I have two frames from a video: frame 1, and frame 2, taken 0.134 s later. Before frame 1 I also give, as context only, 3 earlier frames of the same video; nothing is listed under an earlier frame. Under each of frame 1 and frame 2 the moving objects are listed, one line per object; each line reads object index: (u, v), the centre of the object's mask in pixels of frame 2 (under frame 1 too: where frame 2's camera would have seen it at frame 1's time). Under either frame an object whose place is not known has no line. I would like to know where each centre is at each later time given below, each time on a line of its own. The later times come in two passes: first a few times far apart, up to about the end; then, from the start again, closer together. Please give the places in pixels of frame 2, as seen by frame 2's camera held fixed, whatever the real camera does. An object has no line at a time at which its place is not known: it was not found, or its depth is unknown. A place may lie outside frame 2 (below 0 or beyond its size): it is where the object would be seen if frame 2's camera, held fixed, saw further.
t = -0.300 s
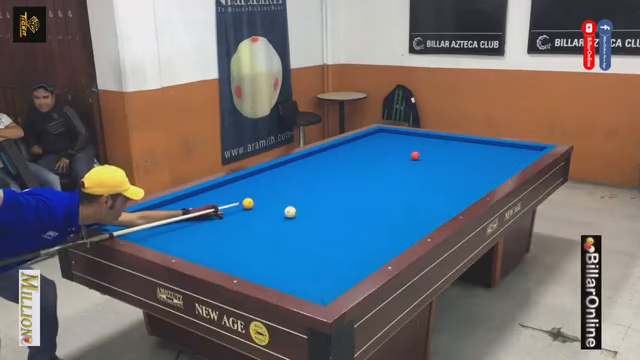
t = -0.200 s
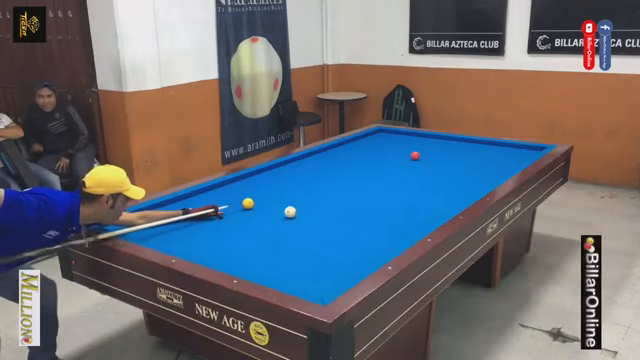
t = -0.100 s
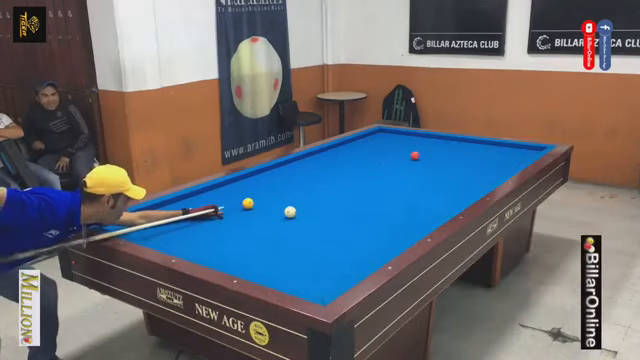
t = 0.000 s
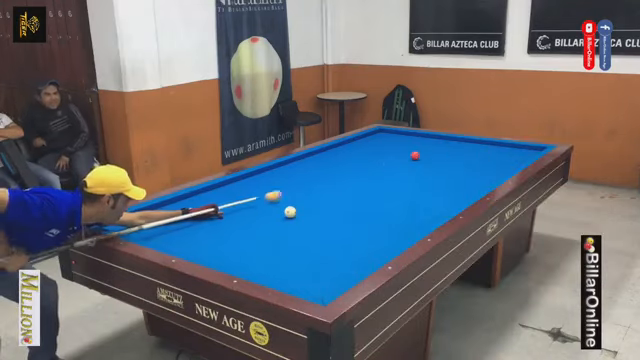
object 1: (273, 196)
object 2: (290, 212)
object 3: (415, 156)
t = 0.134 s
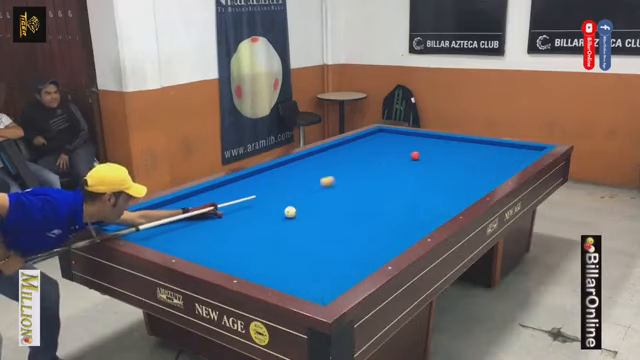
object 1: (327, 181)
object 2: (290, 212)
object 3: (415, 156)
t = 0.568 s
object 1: (435, 158)
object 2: (290, 212)
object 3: (429, 145)
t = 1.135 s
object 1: (531, 152)
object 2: (290, 212)
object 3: (409, 147)
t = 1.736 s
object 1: (478, 149)
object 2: (290, 212)
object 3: (359, 163)
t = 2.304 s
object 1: (412, 153)
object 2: (290, 212)
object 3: (303, 180)
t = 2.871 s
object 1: (346, 156)
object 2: (290, 212)
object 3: (236, 202)
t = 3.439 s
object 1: (296, 161)
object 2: (290, 212)
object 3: (153, 228)
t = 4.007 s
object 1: (292, 175)
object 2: (290, 212)
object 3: (165, 220)
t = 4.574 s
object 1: (288, 190)
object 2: (290, 212)
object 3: (202, 204)
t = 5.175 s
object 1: (281, 207)
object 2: (290, 212)
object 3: (234, 191)
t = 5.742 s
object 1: (261, 221)
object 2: (303, 217)
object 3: (259, 180)
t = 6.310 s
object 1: (237, 235)
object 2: (317, 222)
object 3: (280, 171)
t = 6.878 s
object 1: (213, 249)
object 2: (329, 226)
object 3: (299, 164)
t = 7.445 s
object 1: (212, 253)
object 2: (339, 230)
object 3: (315, 158)
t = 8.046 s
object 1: (233, 248)
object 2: (349, 233)
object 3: (329, 152)
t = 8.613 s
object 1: (249, 244)
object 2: (355, 236)
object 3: (341, 148)
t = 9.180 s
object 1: (262, 241)
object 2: (359, 237)
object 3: (351, 144)
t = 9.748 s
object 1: (271, 238)
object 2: (360, 238)
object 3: (361, 140)
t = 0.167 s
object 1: (338, 178)
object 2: (290, 212)
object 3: (415, 156)
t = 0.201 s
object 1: (349, 175)
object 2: (290, 212)
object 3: (415, 156)
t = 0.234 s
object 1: (360, 172)
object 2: (290, 212)
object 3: (415, 156)
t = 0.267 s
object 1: (370, 169)
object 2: (290, 212)
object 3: (415, 156)
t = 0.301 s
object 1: (380, 166)
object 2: (290, 212)
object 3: (415, 156)
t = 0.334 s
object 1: (390, 164)
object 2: (290, 212)
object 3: (415, 156)
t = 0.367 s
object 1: (399, 161)
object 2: (290, 212)
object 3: (415, 156)
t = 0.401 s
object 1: (407, 159)
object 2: (290, 212)
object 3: (415, 155)
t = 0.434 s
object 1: (414, 157)
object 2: (290, 212)
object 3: (418, 152)
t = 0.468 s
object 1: (419, 157)
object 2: (290, 212)
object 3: (420, 151)
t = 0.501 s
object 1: (425, 158)
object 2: (290, 212)
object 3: (423, 149)
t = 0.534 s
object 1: (430, 158)
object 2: (290, 212)
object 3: (427, 147)
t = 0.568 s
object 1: (435, 158)
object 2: (290, 212)
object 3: (429, 145)
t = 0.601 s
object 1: (440, 158)
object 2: (290, 212)
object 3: (432, 143)
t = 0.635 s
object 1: (446, 158)
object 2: (290, 212)
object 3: (435, 141)
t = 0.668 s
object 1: (452, 158)
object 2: (290, 212)
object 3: (436, 140)
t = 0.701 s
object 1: (457, 158)
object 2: (290, 212)
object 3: (439, 138)
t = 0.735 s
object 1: (463, 157)
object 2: (290, 212)
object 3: (441, 136)
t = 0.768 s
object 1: (469, 157)
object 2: (290, 212)
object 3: (438, 137)
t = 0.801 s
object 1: (474, 156)
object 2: (290, 212)
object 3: (436, 138)
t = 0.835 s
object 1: (480, 156)
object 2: (290, 212)
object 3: (433, 139)
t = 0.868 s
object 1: (486, 156)
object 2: (290, 212)
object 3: (429, 140)
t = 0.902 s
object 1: (492, 155)
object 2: (290, 212)
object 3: (427, 141)
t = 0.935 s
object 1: (498, 155)
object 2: (290, 212)
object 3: (424, 142)
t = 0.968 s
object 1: (503, 154)
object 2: (290, 212)
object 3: (422, 143)
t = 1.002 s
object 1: (509, 154)
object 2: (290, 212)
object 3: (419, 143)
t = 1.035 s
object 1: (515, 154)
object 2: (290, 212)
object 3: (417, 144)
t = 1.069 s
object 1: (520, 153)
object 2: (290, 212)
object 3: (414, 145)
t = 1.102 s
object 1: (526, 153)
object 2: (290, 212)
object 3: (411, 146)
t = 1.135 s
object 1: (531, 152)
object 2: (290, 212)
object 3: (409, 147)
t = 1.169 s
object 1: (536, 152)
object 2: (290, 212)
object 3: (406, 148)
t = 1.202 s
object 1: (535, 150)
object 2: (290, 212)
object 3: (404, 149)
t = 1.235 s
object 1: (533, 149)
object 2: (290, 212)
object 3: (401, 149)
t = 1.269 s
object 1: (532, 148)
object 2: (290, 212)
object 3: (398, 150)
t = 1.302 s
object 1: (531, 147)
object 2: (290, 212)
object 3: (397, 151)
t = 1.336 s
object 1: (527, 147)
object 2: (290, 212)
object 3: (393, 152)
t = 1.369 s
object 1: (523, 147)
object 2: (290, 212)
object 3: (390, 153)
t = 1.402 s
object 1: (518, 147)
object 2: (290, 212)
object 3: (388, 153)
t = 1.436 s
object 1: (514, 148)
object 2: (290, 212)
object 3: (385, 155)
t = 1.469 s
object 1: (510, 148)
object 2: (290, 212)
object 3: (382, 156)
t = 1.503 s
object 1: (506, 148)
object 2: (290, 212)
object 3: (379, 156)
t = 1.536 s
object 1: (502, 148)
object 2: (290, 212)
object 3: (377, 157)
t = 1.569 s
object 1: (498, 149)
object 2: (290, 212)
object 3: (374, 158)
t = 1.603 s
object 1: (494, 149)
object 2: (290, 212)
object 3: (371, 159)
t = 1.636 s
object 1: (490, 149)
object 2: (290, 212)
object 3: (368, 160)
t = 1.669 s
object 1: (486, 149)
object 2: (290, 212)
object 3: (365, 161)
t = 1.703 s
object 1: (482, 149)
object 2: (290, 212)
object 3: (362, 162)
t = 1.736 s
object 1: (478, 149)
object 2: (290, 212)
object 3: (359, 163)
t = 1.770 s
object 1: (474, 150)
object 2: (290, 212)
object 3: (356, 164)
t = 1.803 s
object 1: (470, 150)
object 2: (290, 212)
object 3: (353, 165)
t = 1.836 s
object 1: (466, 150)
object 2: (290, 212)
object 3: (350, 166)
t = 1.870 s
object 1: (462, 150)
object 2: (290, 212)
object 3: (346, 167)
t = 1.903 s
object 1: (458, 150)
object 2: (290, 212)
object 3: (343, 168)
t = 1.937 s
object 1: (455, 150)
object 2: (290, 212)
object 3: (341, 169)
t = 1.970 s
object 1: (451, 151)
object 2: (290, 212)
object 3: (337, 170)
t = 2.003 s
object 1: (447, 151)
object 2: (290, 212)
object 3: (334, 171)
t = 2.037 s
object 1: (443, 151)
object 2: (290, 212)
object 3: (330, 172)
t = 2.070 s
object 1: (439, 151)
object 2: (290, 212)
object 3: (327, 173)
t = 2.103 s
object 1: (435, 151)
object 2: (290, 212)
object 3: (324, 174)
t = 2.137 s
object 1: (431, 152)
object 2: (290, 212)
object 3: (320, 175)
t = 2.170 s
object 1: (427, 152)
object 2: (290, 212)
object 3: (317, 176)
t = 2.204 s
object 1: (423, 152)
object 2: (290, 212)
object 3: (314, 177)
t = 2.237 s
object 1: (419, 152)
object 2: (290, 212)
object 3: (310, 178)
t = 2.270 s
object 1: (415, 152)
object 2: (290, 212)
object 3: (306, 179)
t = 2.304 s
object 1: (412, 153)
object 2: (290, 212)
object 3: (303, 180)
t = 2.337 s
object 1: (407, 153)
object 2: (290, 212)
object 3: (299, 182)
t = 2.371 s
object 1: (404, 153)
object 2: (290, 212)
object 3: (296, 183)
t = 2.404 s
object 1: (400, 153)
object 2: (290, 212)
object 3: (292, 184)
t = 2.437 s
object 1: (396, 153)
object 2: (290, 212)
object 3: (289, 185)
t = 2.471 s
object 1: (392, 154)
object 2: (290, 212)
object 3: (285, 186)
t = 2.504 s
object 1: (388, 154)
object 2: (290, 212)
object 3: (280, 187)
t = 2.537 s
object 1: (384, 154)
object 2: (290, 212)
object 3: (277, 188)
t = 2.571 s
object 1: (381, 154)
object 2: (290, 212)
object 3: (273, 190)
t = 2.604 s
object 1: (377, 155)
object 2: (290, 212)
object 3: (269, 191)
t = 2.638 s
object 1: (373, 155)
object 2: (290, 212)
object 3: (265, 192)
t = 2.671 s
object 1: (369, 155)
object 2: (290, 212)
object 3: (261, 193)
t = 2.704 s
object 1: (365, 155)
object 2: (290, 212)
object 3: (257, 195)
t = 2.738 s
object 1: (361, 155)
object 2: (290, 212)
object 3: (253, 197)
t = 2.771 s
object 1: (357, 155)
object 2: (290, 212)
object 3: (249, 197)
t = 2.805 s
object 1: (354, 155)
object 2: (290, 212)
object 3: (244, 199)
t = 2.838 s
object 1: (349, 156)
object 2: (290, 212)
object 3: (240, 200)
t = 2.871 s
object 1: (346, 156)
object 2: (290, 212)
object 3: (236, 202)
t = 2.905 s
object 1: (342, 156)
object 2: (290, 212)
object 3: (231, 203)
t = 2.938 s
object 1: (338, 156)
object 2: (290, 212)
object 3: (227, 204)
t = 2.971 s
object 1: (334, 156)
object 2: (290, 212)
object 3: (222, 206)
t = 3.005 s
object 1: (330, 157)
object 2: (290, 212)
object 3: (217, 207)
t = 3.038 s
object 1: (326, 157)
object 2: (290, 212)
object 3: (213, 208)
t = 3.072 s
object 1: (323, 157)
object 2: (290, 212)
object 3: (208, 210)
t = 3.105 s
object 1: (319, 157)
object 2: (290, 212)
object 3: (203, 212)
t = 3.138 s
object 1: (315, 157)
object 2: (290, 212)
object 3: (199, 213)
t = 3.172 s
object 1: (311, 157)
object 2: (290, 212)
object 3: (194, 214)
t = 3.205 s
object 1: (308, 157)
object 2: (290, 212)
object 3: (189, 216)
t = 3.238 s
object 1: (304, 158)
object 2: (290, 212)
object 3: (184, 218)
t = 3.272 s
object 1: (300, 158)
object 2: (290, 212)
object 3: (179, 219)
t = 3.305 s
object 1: (297, 158)
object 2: (290, 212)
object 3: (174, 221)
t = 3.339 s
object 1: (297, 159)
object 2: (290, 212)
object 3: (169, 222)
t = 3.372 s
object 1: (297, 160)
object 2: (290, 212)
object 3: (164, 224)
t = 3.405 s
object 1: (296, 160)
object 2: (290, 212)
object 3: (158, 226)
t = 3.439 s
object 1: (296, 161)
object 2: (290, 212)
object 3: (153, 228)
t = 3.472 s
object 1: (296, 162)
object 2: (290, 212)
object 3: (147, 229)
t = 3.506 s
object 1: (296, 163)
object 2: (290, 212)
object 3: (142, 231)
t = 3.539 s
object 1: (296, 163)
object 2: (290, 212)
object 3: (136, 232)
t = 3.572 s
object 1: (295, 164)
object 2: (290, 212)
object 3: (133, 233)
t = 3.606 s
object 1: (295, 165)
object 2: (290, 212)
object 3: (133, 232)
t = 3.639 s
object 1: (295, 165)
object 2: (290, 212)
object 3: (136, 232)
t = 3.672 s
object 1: (295, 166)
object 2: (290, 212)
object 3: (139, 231)
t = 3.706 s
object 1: (295, 167)
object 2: (290, 212)
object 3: (142, 229)
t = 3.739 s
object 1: (294, 168)
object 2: (290, 212)
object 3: (145, 228)
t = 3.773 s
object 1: (294, 169)
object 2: (290, 212)
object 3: (147, 227)
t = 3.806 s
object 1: (294, 170)
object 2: (290, 212)
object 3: (150, 226)
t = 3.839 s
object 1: (294, 170)
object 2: (290, 212)
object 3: (152, 225)
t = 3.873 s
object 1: (293, 171)
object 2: (290, 212)
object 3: (155, 224)
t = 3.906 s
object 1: (293, 172)
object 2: (290, 212)
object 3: (158, 223)
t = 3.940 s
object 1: (293, 173)
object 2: (290, 212)
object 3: (160, 222)
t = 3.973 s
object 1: (293, 174)
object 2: (290, 212)
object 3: (163, 221)
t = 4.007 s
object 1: (292, 175)
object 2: (290, 212)
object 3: (165, 220)
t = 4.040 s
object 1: (292, 175)
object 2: (290, 212)
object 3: (168, 219)
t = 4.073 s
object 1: (292, 176)
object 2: (290, 212)
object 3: (170, 218)
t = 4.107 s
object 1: (292, 177)
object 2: (290, 212)
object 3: (172, 217)
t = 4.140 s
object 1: (291, 178)
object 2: (290, 212)
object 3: (175, 216)
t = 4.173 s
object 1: (291, 179)
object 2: (290, 212)
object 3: (177, 215)
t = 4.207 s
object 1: (291, 180)
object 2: (290, 212)
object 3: (179, 214)
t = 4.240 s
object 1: (290, 181)
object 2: (290, 212)
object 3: (181, 213)
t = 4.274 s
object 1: (290, 181)
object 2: (290, 212)
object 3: (184, 212)
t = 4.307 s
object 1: (290, 182)
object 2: (290, 212)
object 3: (186, 211)
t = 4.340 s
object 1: (290, 183)
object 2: (290, 212)
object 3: (188, 210)
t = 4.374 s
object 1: (289, 184)
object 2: (290, 212)
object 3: (190, 209)
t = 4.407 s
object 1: (289, 185)
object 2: (290, 212)
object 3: (192, 209)
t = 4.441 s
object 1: (289, 186)
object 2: (290, 212)
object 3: (194, 207)
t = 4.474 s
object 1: (289, 187)
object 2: (290, 212)
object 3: (196, 206)
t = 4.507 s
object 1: (288, 188)
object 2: (290, 212)
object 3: (198, 205)
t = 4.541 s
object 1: (288, 189)
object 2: (290, 212)
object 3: (200, 205)
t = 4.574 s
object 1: (288, 190)
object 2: (290, 212)
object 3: (202, 204)
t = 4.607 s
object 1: (287, 191)
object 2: (290, 212)
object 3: (204, 203)
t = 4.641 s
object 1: (287, 192)
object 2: (290, 212)
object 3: (206, 202)
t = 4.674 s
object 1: (287, 193)
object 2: (290, 212)
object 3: (208, 201)
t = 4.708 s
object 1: (286, 194)
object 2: (290, 212)
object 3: (209, 201)
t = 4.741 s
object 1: (286, 194)
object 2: (290, 212)
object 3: (211, 200)
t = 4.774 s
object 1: (286, 196)
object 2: (290, 212)
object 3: (213, 199)
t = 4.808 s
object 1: (286, 197)
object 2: (290, 212)
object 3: (215, 198)
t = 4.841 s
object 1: (285, 198)
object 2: (290, 212)
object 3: (217, 198)
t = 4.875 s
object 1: (285, 198)
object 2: (290, 212)
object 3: (219, 197)
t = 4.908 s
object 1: (285, 199)
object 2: (290, 212)
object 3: (220, 197)
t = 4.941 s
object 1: (284, 200)
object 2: (290, 212)
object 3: (222, 196)
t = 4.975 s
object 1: (284, 201)
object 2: (290, 212)
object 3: (224, 195)
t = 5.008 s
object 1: (284, 202)
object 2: (290, 212)
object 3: (225, 194)
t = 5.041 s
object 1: (283, 203)
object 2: (290, 212)
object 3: (227, 194)
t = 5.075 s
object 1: (283, 204)
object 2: (290, 212)
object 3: (229, 193)
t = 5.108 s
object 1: (282, 205)
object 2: (290, 212)
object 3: (231, 192)
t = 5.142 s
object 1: (281, 206)
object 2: (290, 212)
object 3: (232, 192)
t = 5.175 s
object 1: (281, 207)
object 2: (290, 212)
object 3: (234, 191)
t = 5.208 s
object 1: (281, 208)
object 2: (290, 212)
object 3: (235, 190)
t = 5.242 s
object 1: (280, 209)
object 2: (291, 212)
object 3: (237, 189)
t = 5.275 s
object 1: (279, 210)
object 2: (292, 212)
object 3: (238, 189)
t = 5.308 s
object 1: (278, 211)
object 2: (293, 212)
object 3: (240, 188)
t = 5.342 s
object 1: (277, 212)
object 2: (293, 213)
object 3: (242, 187)
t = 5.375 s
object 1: (275, 213)
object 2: (294, 213)
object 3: (243, 187)
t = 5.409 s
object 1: (274, 214)
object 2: (295, 213)
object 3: (244, 186)
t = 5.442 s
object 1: (273, 214)
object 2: (296, 214)
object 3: (246, 186)
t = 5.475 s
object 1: (271, 215)
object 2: (297, 214)
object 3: (248, 185)
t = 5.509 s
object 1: (270, 216)
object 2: (297, 214)
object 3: (249, 184)
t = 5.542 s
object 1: (269, 217)
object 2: (298, 215)
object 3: (250, 184)
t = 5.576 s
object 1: (267, 218)
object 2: (299, 215)
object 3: (252, 183)
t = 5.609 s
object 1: (266, 218)
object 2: (300, 215)
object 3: (253, 182)
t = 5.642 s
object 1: (265, 219)
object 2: (301, 216)
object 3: (255, 182)
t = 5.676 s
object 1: (264, 220)
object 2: (302, 216)
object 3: (256, 181)
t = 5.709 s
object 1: (262, 220)
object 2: (302, 216)
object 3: (257, 181)
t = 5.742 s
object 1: (261, 221)
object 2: (303, 217)
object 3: (259, 180)
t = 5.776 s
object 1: (259, 222)
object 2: (304, 217)
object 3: (260, 180)
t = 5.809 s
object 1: (258, 223)
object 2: (305, 217)
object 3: (262, 179)
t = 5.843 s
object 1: (257, 224)
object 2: (306, 218)
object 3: (262, 179)
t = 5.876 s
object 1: (255, 224)
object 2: (306, 218)
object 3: (264, 178)
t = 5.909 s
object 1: (254, 225)
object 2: (307, 218)
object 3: (265, 178)
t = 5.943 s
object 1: (252, 226)
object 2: (308, 218)
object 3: (267, 177)
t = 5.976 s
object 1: (251, 227)
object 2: (309, 219)
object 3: (268, 177)
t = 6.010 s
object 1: (250, 228)
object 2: (310, 219)
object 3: (269, 176)
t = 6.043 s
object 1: (248, 229)
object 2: (310, 219)
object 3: (270, 176)
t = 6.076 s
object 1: (247, 229)
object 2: (311, 220)
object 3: (272, 175)
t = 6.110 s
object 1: (246, 230)
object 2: (312, 220)
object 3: (273, 175)
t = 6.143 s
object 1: (244, 231)
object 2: (313, 220)
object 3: (274, 174)
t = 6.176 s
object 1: (243, 232)
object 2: (313, 221)
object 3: (275, 173)
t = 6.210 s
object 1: (242, 233)
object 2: (314, 221)
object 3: (277, 173)
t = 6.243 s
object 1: (240, 233)
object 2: (315, 221)
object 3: (278, 172)
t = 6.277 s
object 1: (239, 234)
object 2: (316, 221)
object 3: (279, 172)
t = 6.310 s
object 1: (237, 235)
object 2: (317, 222)
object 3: (280, 171)
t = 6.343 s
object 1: (236, 236)
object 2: (317, 222)
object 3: (281, 171)
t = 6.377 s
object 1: (235, 237)
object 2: (318, 222)
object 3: (283, 171)
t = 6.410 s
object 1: (233, 237)
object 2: (319, 223)
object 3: (284, 170)
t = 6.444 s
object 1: (232, 238)
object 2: (319, 223)
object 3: (284, 170)
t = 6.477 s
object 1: (230, 239)
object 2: (320, 223)
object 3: (285, 169)
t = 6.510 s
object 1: (229, 240)
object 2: (321, 223)
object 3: (287, 169)
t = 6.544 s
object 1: (227, 241)
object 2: (322, 224)
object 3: (288, 169)
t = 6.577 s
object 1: (226, 242)
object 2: (322, 224)
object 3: (289, 168)
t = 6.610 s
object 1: (225, 242)
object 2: (323, 224)
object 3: (290, 167)
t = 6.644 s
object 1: (223, 243)
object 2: (324, 224)
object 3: (291, 167)
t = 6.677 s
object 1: (222, 244)
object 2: (324, 225)
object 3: (293, 167)
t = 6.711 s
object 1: (220, 245)
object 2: (325, 225)
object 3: (294, 166)
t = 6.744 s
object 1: (219, 246)
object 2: (326, 225)
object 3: (294, 166)
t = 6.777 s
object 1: (217, 247)
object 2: (327, 226)
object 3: (296, 165)
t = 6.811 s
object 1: (216, 247)
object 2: (327, 226)
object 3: (296, 165)
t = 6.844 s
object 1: (215, 248)
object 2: (328, 226)
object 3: (297, 165)
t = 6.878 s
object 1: (213, 249)
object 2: (329, 226)
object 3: (299, 164)
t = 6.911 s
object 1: (212, 250)
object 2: (329, 226)
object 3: (299, 164)
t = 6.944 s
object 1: (210, 251)
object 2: (330, 227)
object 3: (300, 164)
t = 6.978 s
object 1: (209, 252)
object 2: (331, 227)
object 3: (301, 163)
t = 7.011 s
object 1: (207, 252)
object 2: (331, 227)
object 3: (303, 163)
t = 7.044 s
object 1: (206, 253)
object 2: (332, 227)
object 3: (303, 162)
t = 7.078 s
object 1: (205, 254)
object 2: (333, 228)
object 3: (305, 161)
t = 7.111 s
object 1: (203, 254)
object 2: (333, 228)
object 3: (305, 161)
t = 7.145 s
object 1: (202, 254)
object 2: (334, 228)
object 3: (306, 161)
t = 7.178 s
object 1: (202, 254)
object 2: (335, 228)
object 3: (307, 160)
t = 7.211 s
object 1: (203, 254)
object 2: (335, 229)
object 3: (308, 160)
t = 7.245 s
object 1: (204, 254)
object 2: (336, 229)
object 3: (309, 160)
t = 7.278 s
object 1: (205, 254)
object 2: (336, 229)
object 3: (310, 160)
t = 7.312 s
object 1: (207, 254)
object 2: (337, 229)
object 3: (311, 159)
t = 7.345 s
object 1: (208, 254)
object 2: (337, 230)
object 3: (312, 159)
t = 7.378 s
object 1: (209, 254)
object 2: (338, 230)
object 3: (313, 159)
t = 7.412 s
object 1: (210, 254)
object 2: (339, 230)
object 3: (313, 158)
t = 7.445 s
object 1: (212, 253)
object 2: (339, 230)
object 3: (315, 158)
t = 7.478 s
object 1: (213, 253)
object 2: (340, 230)
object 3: (315, 158)
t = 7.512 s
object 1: (214, 253)
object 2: (341, 230)
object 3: (317, 157)
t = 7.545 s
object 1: (216, 252)
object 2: (341, 231)
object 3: (317, 156)
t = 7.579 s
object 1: (217, 252)
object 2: (342, 231)
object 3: (318, 156)
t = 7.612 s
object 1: (218, 252)
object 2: (342, 231)
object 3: (319, 156)
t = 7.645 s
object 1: (219, 252)
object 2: (343, 231)
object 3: (320, 156)
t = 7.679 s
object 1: (220, 251)
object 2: (343, 232)
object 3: (320, 156)
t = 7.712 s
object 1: (221, 251)
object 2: (344, 232)
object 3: (321, 155)
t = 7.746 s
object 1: (223, 251)
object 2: (344, 232)
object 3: (322, 155)
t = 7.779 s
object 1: (224, 250)
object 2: (345, 232)
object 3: (323, 155)
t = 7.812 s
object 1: (225, 250)
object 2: (345, 232)
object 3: (324, 154)
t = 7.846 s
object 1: (226, 249)
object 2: (346, 232)
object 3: (325, 154)
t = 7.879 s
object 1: (227, 249)
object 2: (346, 233)
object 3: (326, 154)
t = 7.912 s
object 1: (228, 249)
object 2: (347, 233)
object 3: (326, 153)
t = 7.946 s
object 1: (229, 249)
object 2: (347, 233)
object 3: (327, 153)
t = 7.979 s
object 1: (231, 248)
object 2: (348, 233)
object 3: (328, 153)
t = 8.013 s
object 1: (232, 248)
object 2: (348, 233)
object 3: (329, 152)
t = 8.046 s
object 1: (233, 248)
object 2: (349, 233)
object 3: (329, 152)
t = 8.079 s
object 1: (234, 248)
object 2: (349, 234)
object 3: (330, 152)
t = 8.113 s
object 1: (235, 247)
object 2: (349, 234)
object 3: (330, 152)
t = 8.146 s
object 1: (236, 247)
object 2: (350, 234)
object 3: (332, 151)
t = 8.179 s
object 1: (237, 247)
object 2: (350, 234)
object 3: (332, 151)
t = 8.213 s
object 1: (238, 247)
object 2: (351, 234)
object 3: (333, 151)
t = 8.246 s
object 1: (239, 246)
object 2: (351, 234)
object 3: (334, 150)
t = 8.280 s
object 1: (240, 246)
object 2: (352, 235)
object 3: (334, 150)
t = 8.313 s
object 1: (241, 246)
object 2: (352, 235)
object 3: (335, 150)
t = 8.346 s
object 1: (242, 246)
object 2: (352, 235)
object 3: (336, 149)
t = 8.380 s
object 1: (243, 246)
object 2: (353, 235)
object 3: (337, 149)
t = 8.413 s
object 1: (244, 245)
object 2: (353, 235)
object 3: (337, 149)
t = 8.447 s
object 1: (244, 245)
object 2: (353, 235)
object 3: (338, 149)
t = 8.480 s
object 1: (245, 245)
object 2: (354, 235)
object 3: (339, 148)
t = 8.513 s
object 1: (247, 244)
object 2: (354, 236)
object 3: (339, 148)
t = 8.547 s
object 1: (247, 244)
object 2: (354, 236)
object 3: (340, 148)
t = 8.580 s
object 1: (248, 244)
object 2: (355, 236)
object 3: (341, 148)
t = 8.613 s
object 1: (249, 244)
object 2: (355, 236)
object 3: (341, 148)
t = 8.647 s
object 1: (250, 244)
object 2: (355, 236)
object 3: (342, 147)
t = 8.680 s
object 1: (251, 243)
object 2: (356, 236)
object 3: (343, 147)
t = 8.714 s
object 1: (251, 243)
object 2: (356, 236)
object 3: (343, 147)
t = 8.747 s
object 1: (252, 243)
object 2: (356, 236)
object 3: (344, 146)
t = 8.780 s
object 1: (253, 243)
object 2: (356, 236)
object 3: (345, 146)
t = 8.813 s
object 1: (254, 243)
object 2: (357, 236)
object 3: (345, 146)
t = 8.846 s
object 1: (255, 242)
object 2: (357, 236)
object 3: (345, 146)
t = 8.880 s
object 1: (255, 242)
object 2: (357, 236)
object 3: (346, 146)
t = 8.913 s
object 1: (256, 242)
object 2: (358, 237)
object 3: (347, 145)
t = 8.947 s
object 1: (257, 242)
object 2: (358, 237)
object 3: (347, 145)
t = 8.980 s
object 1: (257, 242)
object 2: (358, 237)
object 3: (348, 145)
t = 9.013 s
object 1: (258, 241)
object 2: (358, 237)
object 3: (349, 145)
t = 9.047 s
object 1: (259, 241)
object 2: (358, 237)
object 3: (349, 145)
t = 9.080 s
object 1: (260, 241)
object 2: (358, 237)
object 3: (350, 144)
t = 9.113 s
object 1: (260, 241)
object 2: (359, 237)
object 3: (350, 144)
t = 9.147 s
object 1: (261, 241)
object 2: (359, 237)
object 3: (351, 144)
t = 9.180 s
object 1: (262, 241)
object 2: (359, 237)
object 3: (351, 144)
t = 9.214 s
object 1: (262, 241)
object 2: (359, 237)
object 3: (352, 143)
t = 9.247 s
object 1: (263, 240)
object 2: (359, 237)
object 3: (353, 143)
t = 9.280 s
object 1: (264, 240)
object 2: (360, 237)
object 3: (353, 143)
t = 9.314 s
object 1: (264, 240)
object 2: (360, 237)
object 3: (354, 143)
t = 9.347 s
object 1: (265, 240)
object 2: (360, 237)
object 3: (355, 142)
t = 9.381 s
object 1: (266, 239)
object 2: (360, 237)
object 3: (355, 142)
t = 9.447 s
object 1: (267, 239)
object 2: (360, 237)
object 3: (356, 142)
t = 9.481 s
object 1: (267, 239)
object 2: (360, 237)
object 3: (357, 142)
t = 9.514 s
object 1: (268, 239)
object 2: (360, 238)
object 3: (357, 141)
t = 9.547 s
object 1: (268, 239)
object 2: (360, 238)
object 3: (357, 141)
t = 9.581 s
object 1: (269, 239)
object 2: (360, 238)
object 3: (359, 141)
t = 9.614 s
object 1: (269, 239)
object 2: (360, 238)
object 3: (359, 141)
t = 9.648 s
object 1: (270, 239)
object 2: (360, 238)
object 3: (359, 141)
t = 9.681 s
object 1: (270, 238)
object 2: (360, 238)
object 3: (360, 140)
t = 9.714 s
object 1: (271, 238)
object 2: (360, 238)
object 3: (361, 140)
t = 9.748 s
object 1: (271, 238)
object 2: (360, 238)
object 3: (361, 140)
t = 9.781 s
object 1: (272, 238)
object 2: (361, 238)
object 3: (361, 140)
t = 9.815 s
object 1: (273, 238)
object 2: (361, 238)
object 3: (362, 140)
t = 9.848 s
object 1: (273, 238)
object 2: (361, 238)
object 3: (363, 140)
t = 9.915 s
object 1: (273, 238)
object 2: (361, 238)
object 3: (363, 139)
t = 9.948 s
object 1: (274, 238)
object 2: (361, 238)
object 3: (363, 139)
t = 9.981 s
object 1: (275, 237)
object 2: (361, 238)
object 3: (365, 138)
